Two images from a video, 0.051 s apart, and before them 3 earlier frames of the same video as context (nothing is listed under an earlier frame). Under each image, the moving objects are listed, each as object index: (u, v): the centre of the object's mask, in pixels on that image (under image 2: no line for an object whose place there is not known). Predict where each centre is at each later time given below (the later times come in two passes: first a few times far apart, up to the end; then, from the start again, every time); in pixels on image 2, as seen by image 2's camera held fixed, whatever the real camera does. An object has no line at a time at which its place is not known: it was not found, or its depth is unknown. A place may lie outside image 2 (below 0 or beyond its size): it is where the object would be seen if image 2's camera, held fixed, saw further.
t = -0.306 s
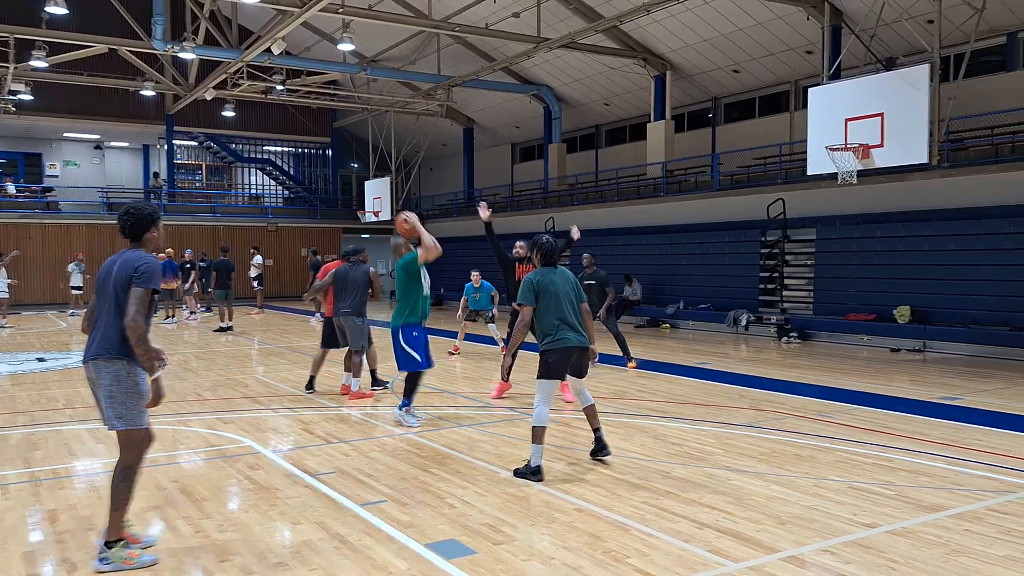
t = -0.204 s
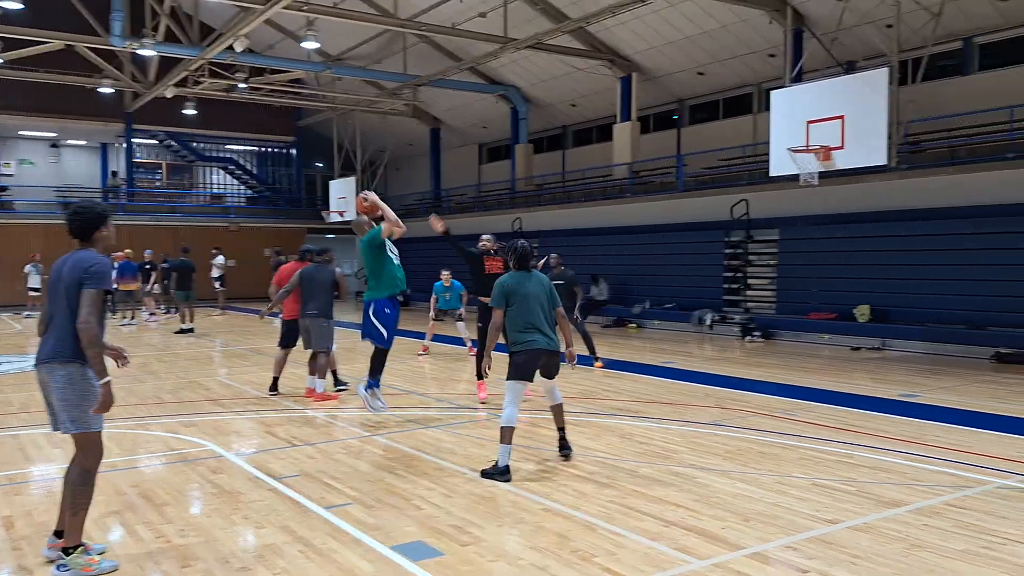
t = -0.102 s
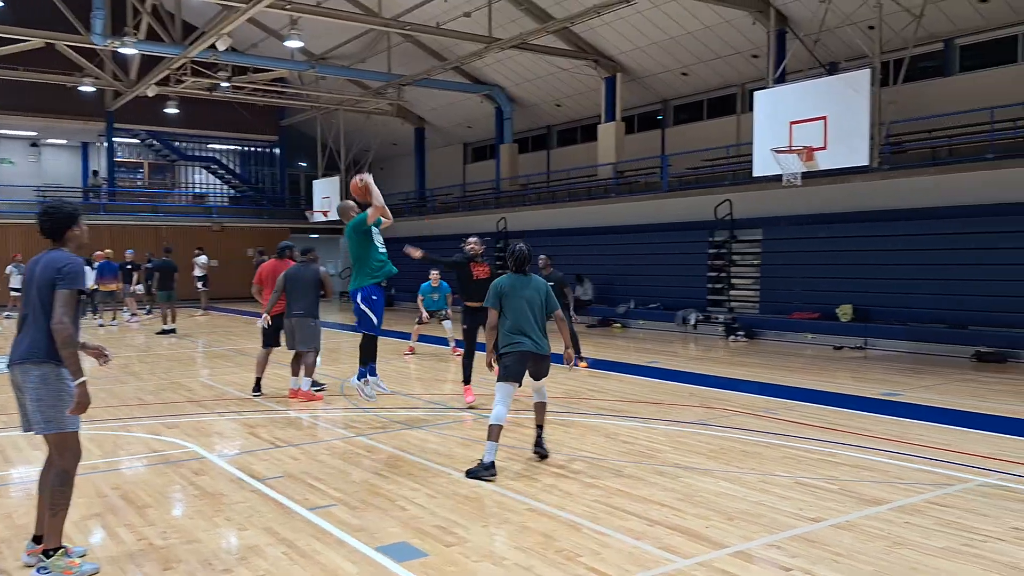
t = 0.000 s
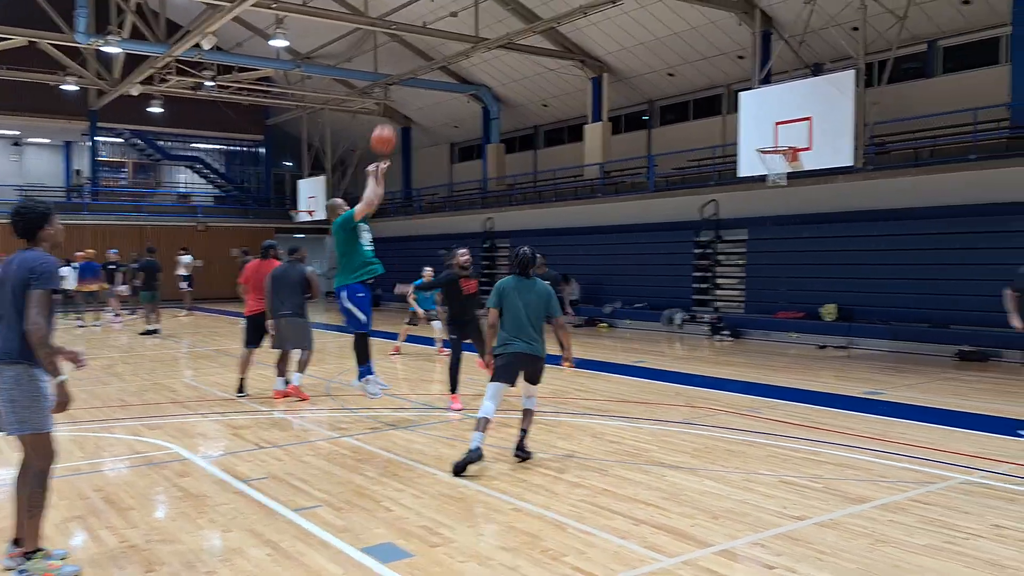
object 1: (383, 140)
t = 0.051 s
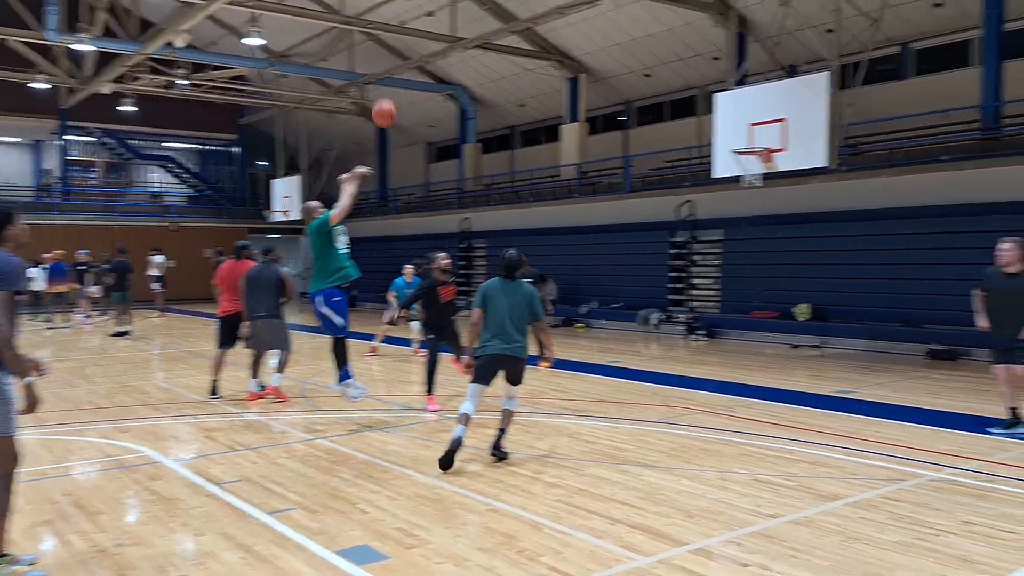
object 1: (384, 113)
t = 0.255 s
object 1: (474, 41)
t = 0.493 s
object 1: (563, 14)
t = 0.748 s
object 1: (645, 39)
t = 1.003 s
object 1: (714, 107)
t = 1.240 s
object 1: (754, 136)
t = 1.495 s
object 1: (737, 138)
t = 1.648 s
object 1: (729, 137)
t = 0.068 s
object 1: (392, 105)
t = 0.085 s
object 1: (400, 98)
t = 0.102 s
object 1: (408, 90)
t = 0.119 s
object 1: (415, 83)
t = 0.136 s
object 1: (423, 77)
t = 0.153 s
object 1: (430, 71)
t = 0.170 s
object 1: (438, 65)
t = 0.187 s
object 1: (445, 60)
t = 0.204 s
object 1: (452, 54)
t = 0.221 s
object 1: (459, 50)
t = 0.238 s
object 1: (467, 45)
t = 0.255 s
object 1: (474, 41)
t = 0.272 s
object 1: (481, 37)
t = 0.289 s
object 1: (487, 34)
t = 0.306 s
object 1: (494, 31)
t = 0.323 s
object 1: (501, 28)
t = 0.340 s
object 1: (507, 25)
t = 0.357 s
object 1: (514, 23)
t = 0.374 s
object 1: (520, 21)
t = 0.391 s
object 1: (527, 19)
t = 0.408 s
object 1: (533, 18)
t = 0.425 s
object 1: (539, 16)
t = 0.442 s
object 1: (545, 16)
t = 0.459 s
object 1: (552, 14)
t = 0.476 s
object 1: (558, 14)
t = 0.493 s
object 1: (563, 14)
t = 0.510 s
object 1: (569, 14)
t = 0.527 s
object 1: (575, 14)
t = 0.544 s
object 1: (581, 15)
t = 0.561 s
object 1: (586, 16)
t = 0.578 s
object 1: (592, 17)
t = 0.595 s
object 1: (597, 18)
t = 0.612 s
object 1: (603, 19)
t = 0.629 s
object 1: (608, 21)
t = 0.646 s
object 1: (614, 23)
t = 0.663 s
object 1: (619, 25)
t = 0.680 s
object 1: (624, 27)
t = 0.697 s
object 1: (629, 30)
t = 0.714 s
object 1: (635, 33)
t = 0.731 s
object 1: (640, 36)
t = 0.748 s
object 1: (645, 39)
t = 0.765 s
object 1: (650, 42)
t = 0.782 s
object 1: (654, 46)
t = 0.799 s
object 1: (660, 49)
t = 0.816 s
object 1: (664, 53)
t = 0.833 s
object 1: (670, 57)
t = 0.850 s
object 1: (674, 62)
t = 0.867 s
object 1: (679, 67)
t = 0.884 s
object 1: (683, 71)
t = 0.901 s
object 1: (688, 75)
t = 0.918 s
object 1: (692, 81)
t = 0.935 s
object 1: (697, 86)
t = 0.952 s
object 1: (702, 91)
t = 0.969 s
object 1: (706, 97)
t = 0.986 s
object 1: (709, 102)
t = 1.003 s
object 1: (714, 107)
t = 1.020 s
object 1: (718, 114)
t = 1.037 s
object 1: (723, 120)
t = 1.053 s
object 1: (727, 126)
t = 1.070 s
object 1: (731, 133)
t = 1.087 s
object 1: (735, 139)
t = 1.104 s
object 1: (738, 142)
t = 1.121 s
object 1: (739, 141)
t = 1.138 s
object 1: (741, 139)
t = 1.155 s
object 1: (744, 138)
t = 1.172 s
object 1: (746, 137)
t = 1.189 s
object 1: (748, 136)
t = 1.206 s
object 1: (750, 136)
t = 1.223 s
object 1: (751, 136)
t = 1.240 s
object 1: (754, 136)
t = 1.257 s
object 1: (756, 136)
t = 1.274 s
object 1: (757, 136)
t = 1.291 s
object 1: (758, 136)
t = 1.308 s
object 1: (757, 135)
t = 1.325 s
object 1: (755, 134)
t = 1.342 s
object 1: (753, 133)
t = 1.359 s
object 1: (751, 133)
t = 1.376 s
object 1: (750, 133)
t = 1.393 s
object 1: (748, 133)
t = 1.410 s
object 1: (746, 134)
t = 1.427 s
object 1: (744, 134)
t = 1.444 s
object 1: (742, 135)
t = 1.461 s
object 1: (741, 136)
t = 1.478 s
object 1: (739, 137)
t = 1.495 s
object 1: (737, 138)
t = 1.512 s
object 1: (735, 140)
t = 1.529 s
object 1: (734, 141)
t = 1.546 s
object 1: (733, 140)
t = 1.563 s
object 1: (732, 139)
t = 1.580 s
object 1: (732, 139)
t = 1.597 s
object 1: (731, 138)
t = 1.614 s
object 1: (730, 138)
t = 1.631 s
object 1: (730, 137)
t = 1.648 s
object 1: (729, 137)
